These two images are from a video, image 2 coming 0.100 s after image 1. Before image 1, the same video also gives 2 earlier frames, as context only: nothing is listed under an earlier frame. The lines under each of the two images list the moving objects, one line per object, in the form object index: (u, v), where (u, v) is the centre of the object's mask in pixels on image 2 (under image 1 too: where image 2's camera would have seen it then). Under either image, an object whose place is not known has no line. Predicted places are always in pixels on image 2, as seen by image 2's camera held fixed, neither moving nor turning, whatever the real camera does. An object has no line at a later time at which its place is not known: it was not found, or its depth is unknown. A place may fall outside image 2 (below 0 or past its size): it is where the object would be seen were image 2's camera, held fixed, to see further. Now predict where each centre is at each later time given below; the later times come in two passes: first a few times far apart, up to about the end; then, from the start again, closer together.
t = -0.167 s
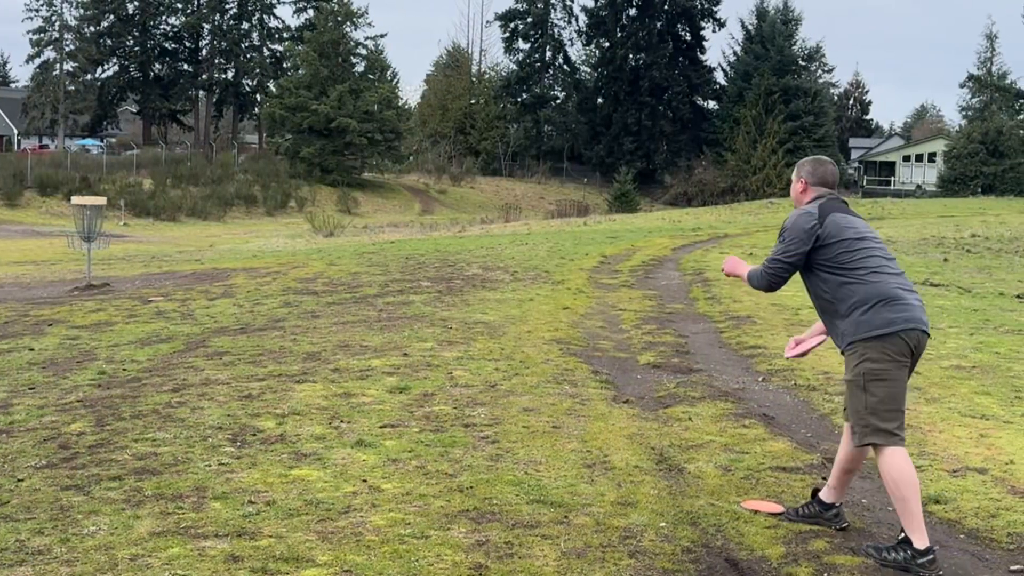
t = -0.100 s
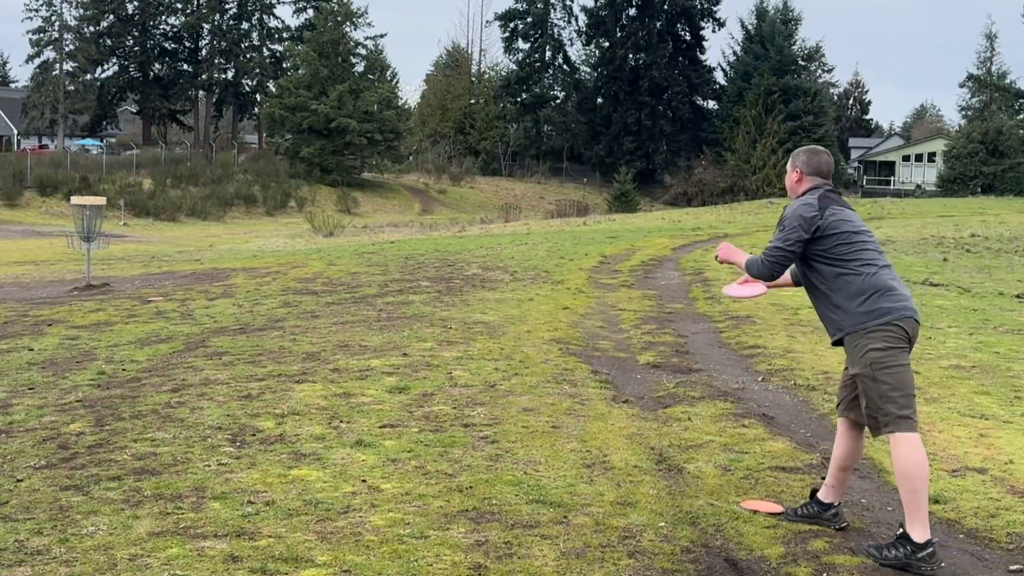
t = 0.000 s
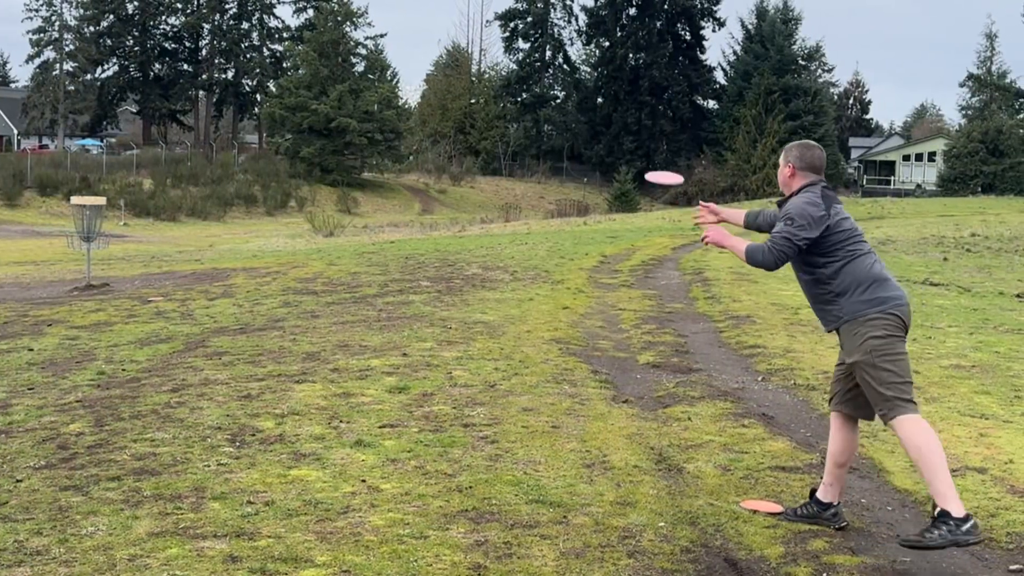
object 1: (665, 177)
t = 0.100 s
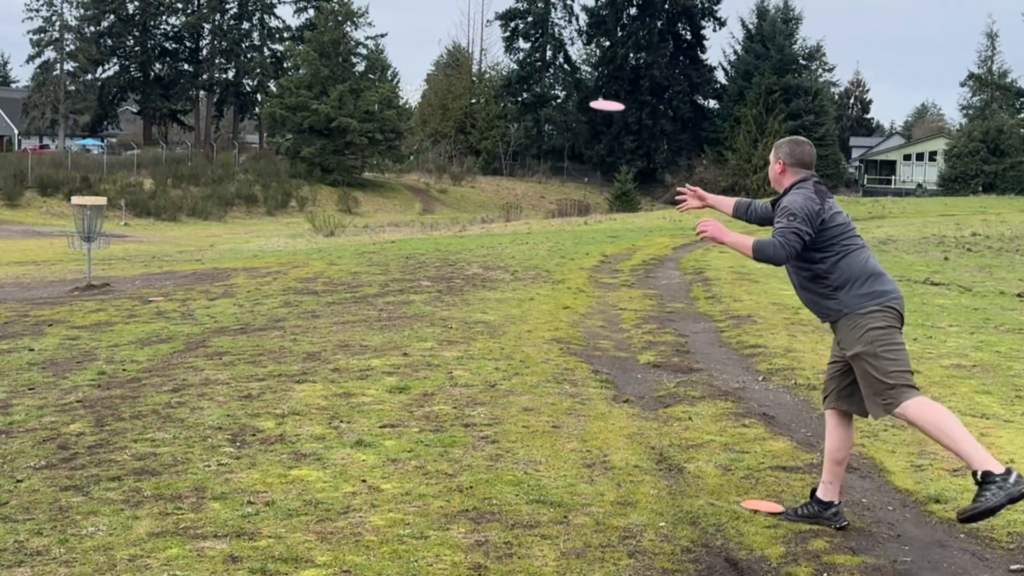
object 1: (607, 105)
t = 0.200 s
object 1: (558, 65)
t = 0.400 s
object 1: (484, 39)
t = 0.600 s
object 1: (430, 47)
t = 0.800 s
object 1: (387, 67)
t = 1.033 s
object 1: (345, 96)
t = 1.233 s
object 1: (307, 125)
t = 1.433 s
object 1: (267, 159)
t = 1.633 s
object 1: (222, 203)
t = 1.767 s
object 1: (188, 236)
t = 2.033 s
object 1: (131, 284)
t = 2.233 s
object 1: (114, 283)
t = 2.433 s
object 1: (95, 283)
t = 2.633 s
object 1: (74, 285)
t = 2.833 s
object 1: (47, 287)
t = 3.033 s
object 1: (18, 289)
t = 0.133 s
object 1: (590, 89)
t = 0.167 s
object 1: (574, 76)
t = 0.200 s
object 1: (558, 65)
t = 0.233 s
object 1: (545, 56)
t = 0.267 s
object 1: (530, 50)
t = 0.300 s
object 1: (519, 46)
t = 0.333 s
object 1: (508, 42)
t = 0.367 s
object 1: (495, 40)
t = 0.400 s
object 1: (484, 39)
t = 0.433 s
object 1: (475, 39)
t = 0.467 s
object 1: (464, 39)
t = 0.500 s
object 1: (456, 40)
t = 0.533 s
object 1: (446, 42)
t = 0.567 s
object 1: (438, 44)
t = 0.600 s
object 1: (430, 47)
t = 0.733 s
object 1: (401, 61)
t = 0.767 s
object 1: (394, 64)
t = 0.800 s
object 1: (387, 67)
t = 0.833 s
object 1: (382, 71)
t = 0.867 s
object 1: (375, 75)
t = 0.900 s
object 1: (369, 79)
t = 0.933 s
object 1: (363, 83)
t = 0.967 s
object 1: (357, 87)
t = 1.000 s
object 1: (351, 92)
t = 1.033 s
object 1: (345, 96)
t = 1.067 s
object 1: (339, 101)
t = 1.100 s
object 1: (333, 105)
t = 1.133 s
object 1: (327, 110)
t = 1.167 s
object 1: (320, 115)
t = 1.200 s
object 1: (313, 120)
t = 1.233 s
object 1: (307, 125)
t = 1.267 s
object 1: (301, 131)
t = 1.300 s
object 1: (294, 136)
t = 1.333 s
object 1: (287, 141)
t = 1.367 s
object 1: (281, 147)
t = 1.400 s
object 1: (273, 153)
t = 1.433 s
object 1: (267, 159)
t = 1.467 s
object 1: (260, 166)
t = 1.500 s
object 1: (253, 173)
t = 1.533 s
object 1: (245, 180)
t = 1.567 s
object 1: (237, 187)
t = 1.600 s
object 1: (230, 195)
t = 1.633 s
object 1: (222, 203)
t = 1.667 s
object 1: (214, 211)
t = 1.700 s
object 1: (206, 219)
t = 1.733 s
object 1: (197, 227)
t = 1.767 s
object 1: (188, 236)
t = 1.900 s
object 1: (151, 276)
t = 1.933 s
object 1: (142, 286)
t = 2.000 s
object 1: (134, 286)
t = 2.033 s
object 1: (131, 284)
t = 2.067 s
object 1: (128, 281)
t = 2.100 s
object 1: (125, 280)
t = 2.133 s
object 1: (123, 279)
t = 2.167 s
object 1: (119, 280)
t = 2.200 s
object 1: (117, 280)
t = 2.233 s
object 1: (114, 283)
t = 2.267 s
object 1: (111, 282)
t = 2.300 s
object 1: (108, 281)
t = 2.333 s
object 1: (104, 281)
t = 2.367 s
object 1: (102, 282)
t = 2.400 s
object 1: (99, 283)
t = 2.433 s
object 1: (95, 283)
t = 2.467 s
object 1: (92, 284)
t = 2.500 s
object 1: (89, 284)
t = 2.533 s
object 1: (86, 285)
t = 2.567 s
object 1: (82, 285)
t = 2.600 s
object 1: (78, 285)
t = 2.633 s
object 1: (74, 285)
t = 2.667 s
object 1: (69, 286)
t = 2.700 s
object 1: (65, 286)
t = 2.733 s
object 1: (61, 286)
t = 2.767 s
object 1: (56, 286)
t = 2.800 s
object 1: (52, 286)
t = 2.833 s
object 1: (47, 287)
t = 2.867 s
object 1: (42, 287)
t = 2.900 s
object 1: (38, 288)
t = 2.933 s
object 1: (33, 289)
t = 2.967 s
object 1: (28, 289)
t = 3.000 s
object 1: (24, 289)
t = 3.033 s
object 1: (18, 289)
